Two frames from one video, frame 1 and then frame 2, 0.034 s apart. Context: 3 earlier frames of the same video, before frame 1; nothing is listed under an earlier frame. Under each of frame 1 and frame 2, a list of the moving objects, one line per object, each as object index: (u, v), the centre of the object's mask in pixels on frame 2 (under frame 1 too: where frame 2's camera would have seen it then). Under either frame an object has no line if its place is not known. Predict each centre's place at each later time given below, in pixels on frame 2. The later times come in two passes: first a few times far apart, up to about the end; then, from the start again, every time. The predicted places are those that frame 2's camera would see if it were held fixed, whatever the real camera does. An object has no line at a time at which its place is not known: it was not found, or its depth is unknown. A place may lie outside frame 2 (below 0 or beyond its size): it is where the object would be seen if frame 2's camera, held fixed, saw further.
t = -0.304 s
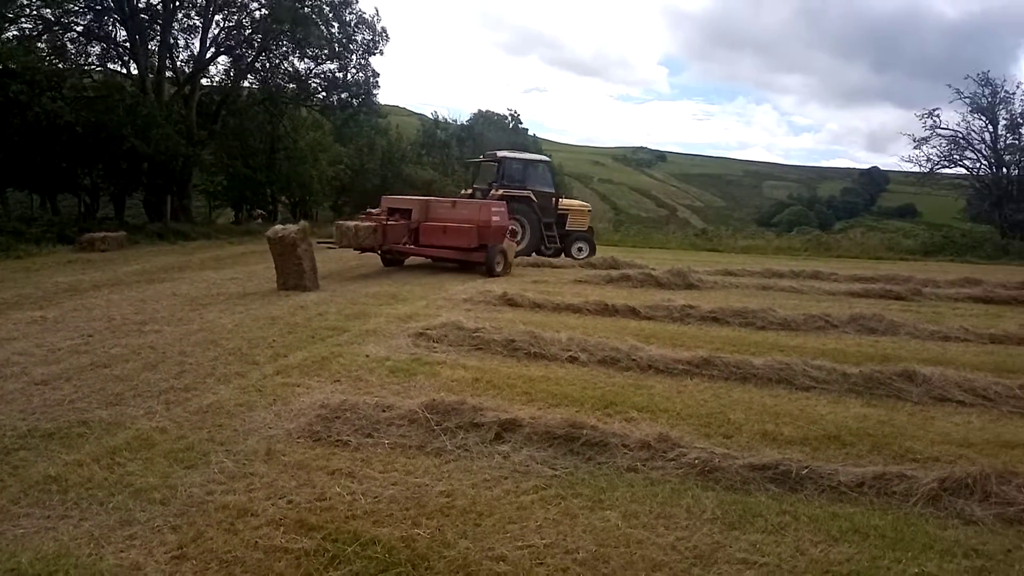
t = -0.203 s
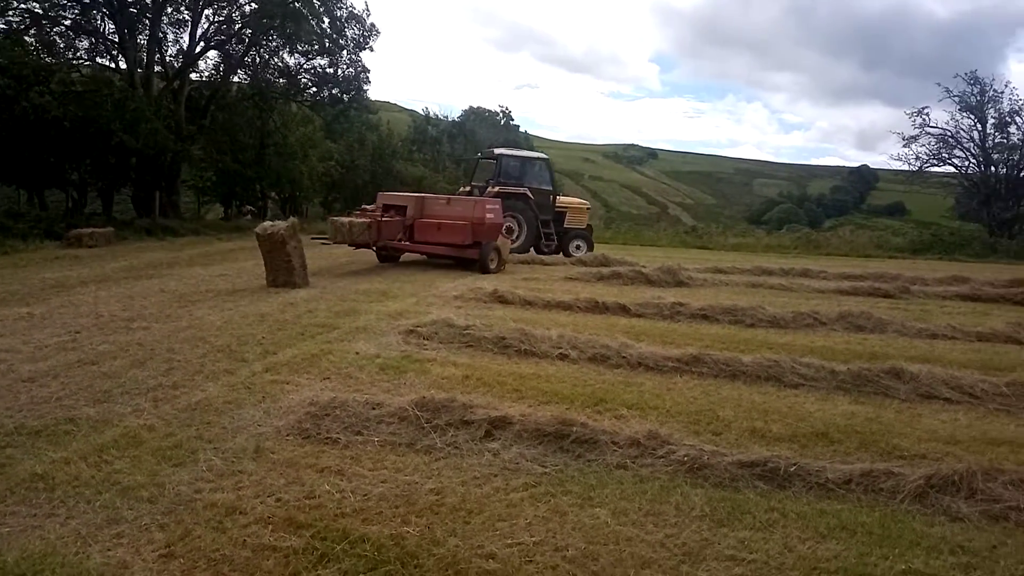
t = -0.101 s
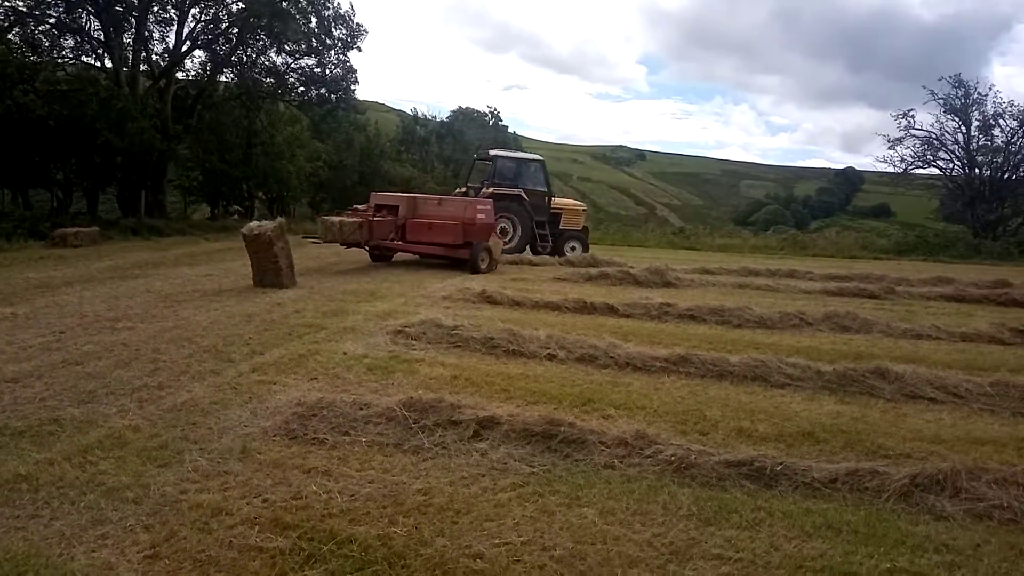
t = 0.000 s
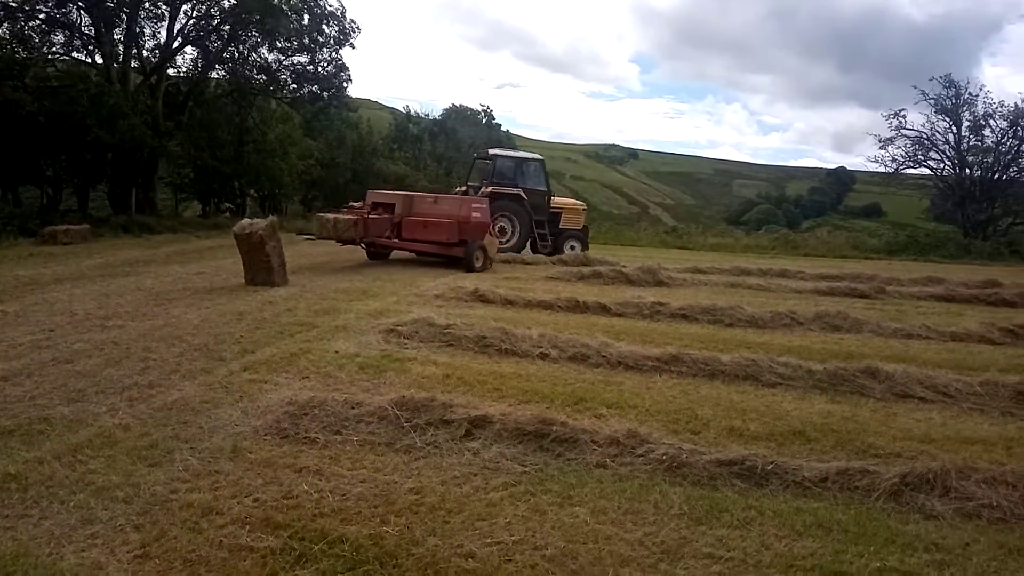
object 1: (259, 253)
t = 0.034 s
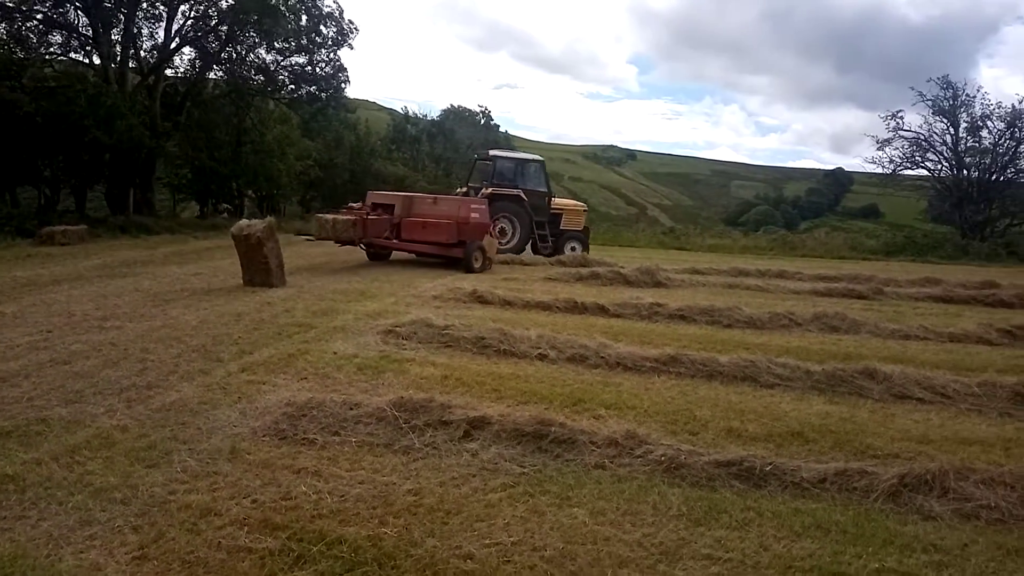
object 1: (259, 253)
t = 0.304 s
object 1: (258, 253)
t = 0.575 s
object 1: (254, 255)
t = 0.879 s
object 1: (245, 262)
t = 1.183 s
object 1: (237, 280)
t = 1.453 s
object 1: (238, 280)
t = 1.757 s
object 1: (238, 281)
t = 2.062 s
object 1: (238, 281)
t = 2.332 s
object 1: (238, 281)
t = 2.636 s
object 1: (238, 281)
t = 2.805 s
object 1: (238, 280)
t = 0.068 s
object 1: (259, 253)
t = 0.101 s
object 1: (259, 253)
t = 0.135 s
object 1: (259, 253)
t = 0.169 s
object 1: (259, 253)
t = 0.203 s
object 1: (259, 253)
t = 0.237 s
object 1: (259, 253)
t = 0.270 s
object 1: (259, 253)
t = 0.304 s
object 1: (258, 253)
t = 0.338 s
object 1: (258, 253)
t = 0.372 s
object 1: (257, 254)
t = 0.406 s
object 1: (257, 254)
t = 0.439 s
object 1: (257, 254)
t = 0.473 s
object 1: (256, 254)
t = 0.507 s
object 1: (256, 254)
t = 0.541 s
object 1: (255, 255)
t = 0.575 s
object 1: (254, 255)
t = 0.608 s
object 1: (254, 255)
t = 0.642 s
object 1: (253, 256)
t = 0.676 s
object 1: (252, 256)
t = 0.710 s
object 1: (251, 257)
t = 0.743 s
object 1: (250, 257)
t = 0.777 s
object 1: (249, 258)
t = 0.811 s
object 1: (248, 259)
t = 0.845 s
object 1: (247, 260)
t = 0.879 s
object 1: (245, 262)
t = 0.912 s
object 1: (244, 265)
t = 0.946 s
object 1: (243, 267)
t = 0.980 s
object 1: (241, 270)
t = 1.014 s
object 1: (240, 274)
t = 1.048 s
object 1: (238, 279)
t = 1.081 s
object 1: (238, 281)
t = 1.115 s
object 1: (237, 281)
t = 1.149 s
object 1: (237, 280)
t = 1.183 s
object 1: (237, 280)
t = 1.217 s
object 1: (237, 280)
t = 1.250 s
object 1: (238, 280)
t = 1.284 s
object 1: (238, 280)
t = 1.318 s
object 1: (238, 280)
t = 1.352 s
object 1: (238, 280)
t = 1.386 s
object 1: (238, 280)
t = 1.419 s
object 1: (238, 280)
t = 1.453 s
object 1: (238, 280)
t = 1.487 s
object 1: (238, 280)
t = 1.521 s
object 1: (238, 280)
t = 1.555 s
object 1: (238, 280)
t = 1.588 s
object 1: (238, 280)
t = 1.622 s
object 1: (238, 280)
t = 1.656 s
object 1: (238, 280)
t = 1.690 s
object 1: (238, 281)
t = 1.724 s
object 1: (238, 280)
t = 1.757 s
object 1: (238, 281)
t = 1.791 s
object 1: (238, 281)
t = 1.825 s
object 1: (238, 280)
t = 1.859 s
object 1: (238, 281)
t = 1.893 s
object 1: (238, 280)
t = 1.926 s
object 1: (238, 281)
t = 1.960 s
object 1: (238, 281)
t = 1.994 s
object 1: (238, 280)
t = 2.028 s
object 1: (238, 281)
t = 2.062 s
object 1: (238, 281)
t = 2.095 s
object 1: (238, 281)
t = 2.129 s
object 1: (238, 280)
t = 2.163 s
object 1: (238, 280)
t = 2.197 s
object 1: (238, 280)
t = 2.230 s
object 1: (238, 281)
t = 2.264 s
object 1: (238, 281)
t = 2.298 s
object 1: (238, 281)
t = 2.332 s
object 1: (238, 281)
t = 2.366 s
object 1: (238, 281)
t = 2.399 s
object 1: (238, 280)
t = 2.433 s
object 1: (238, 281)
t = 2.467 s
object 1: (238, 281)
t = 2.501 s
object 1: (238, 281)
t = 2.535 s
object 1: (238, 280)
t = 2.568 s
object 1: (238, 281)
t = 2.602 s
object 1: (238, 280)
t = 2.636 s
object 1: (238, 281)
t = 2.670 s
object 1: (238, 280)
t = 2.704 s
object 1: (238, 281)
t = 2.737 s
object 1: (237, 280)
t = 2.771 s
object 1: (238, 281)
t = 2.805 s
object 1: (238, 280)
